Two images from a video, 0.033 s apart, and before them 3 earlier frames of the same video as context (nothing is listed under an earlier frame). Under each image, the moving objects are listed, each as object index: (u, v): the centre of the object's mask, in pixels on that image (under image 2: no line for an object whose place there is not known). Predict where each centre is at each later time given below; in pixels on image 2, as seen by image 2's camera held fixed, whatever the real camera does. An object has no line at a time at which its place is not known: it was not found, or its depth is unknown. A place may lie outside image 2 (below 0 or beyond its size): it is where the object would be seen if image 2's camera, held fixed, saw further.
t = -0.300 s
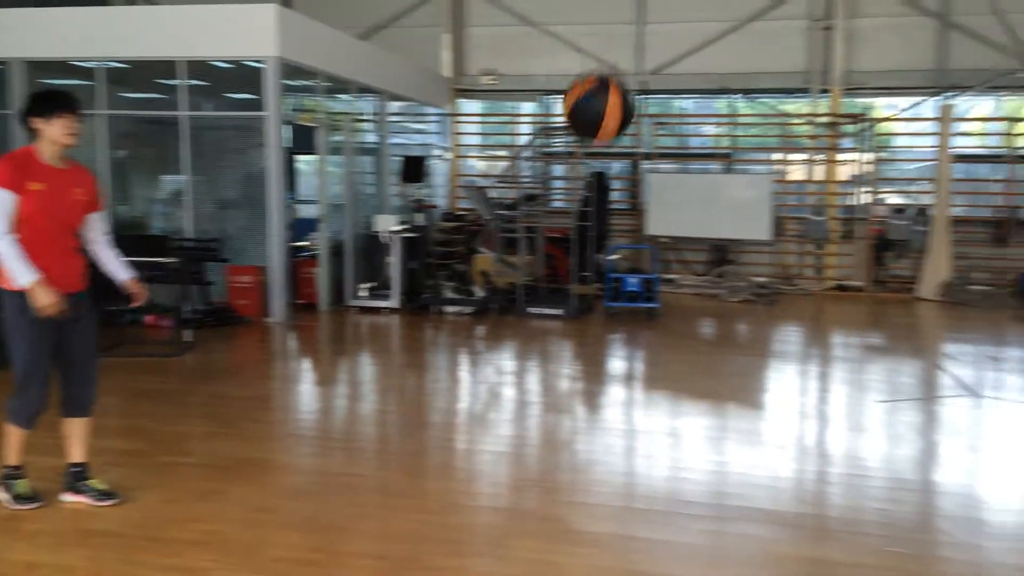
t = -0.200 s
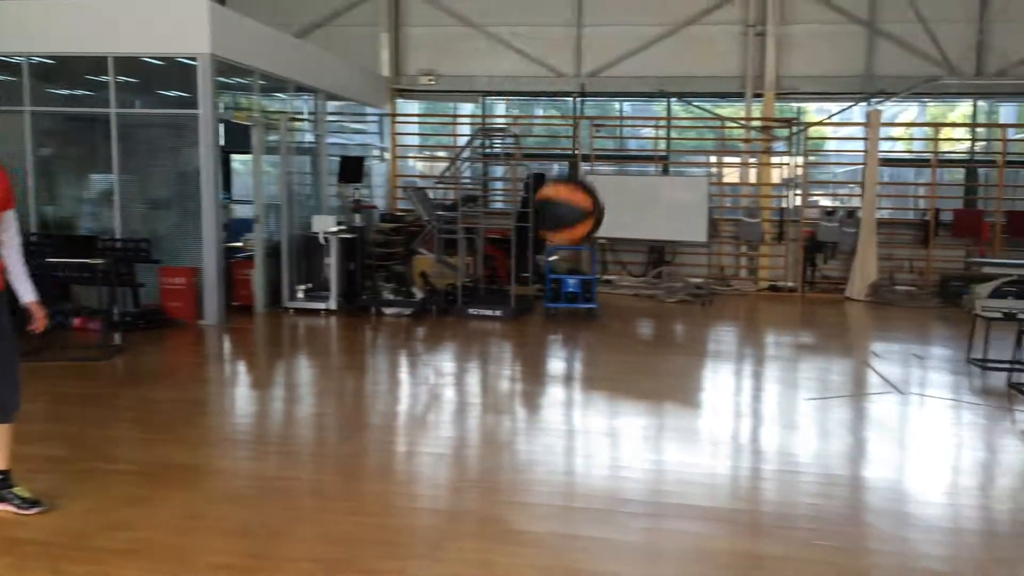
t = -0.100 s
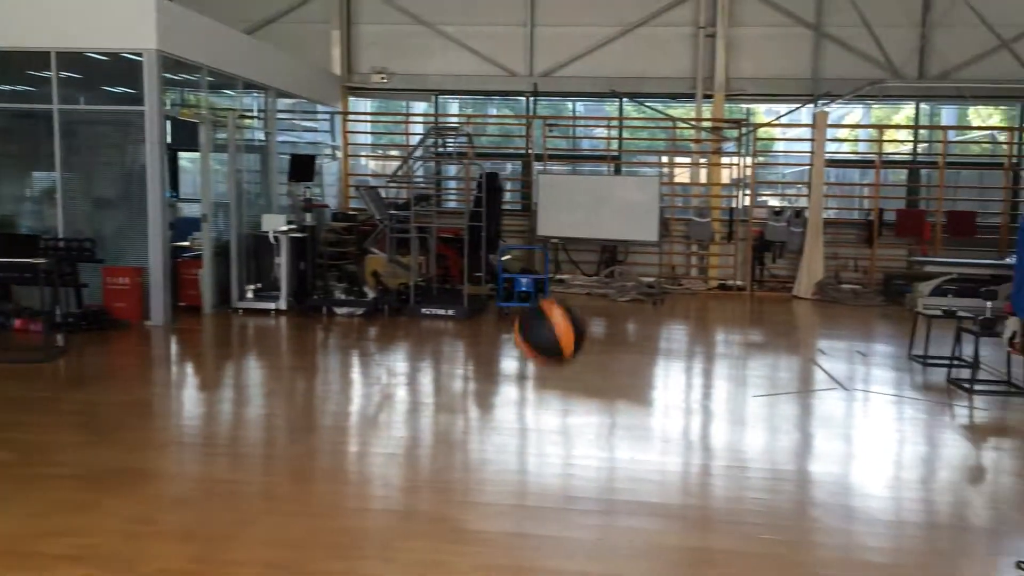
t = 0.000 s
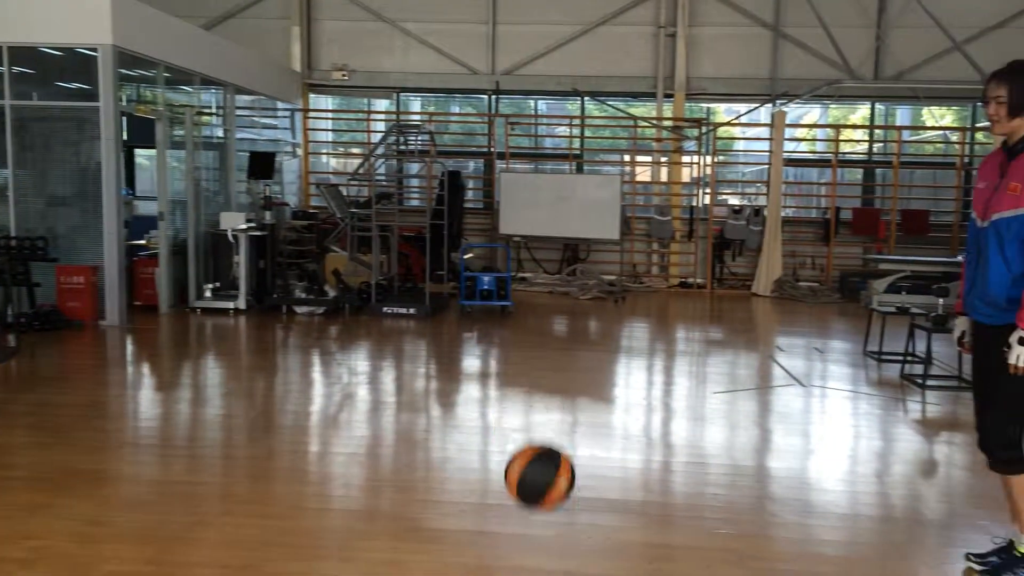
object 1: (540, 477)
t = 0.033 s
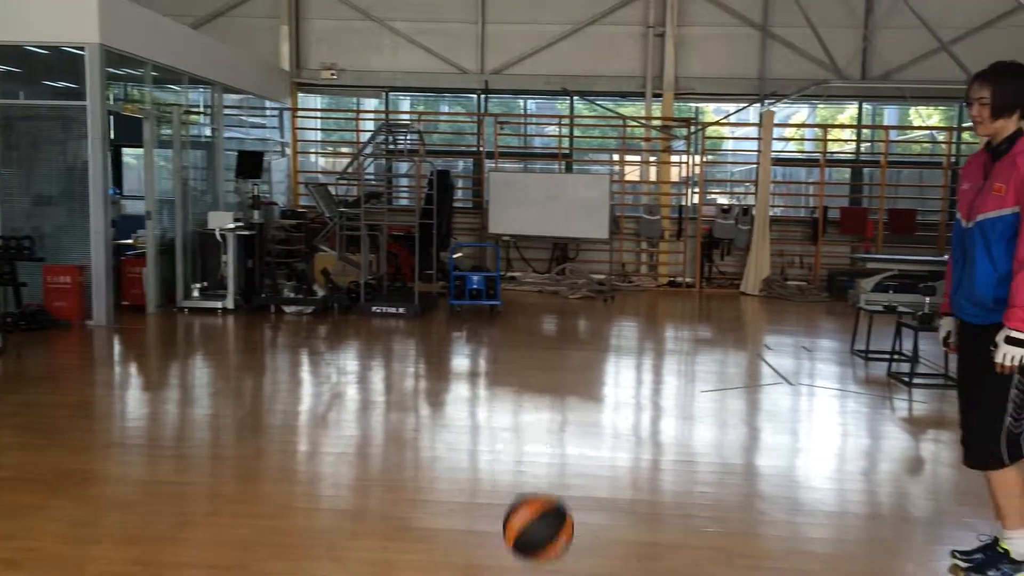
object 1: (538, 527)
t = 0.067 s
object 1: (552, 559)
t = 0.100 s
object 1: (563, 538)
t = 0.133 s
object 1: (574, 502)
